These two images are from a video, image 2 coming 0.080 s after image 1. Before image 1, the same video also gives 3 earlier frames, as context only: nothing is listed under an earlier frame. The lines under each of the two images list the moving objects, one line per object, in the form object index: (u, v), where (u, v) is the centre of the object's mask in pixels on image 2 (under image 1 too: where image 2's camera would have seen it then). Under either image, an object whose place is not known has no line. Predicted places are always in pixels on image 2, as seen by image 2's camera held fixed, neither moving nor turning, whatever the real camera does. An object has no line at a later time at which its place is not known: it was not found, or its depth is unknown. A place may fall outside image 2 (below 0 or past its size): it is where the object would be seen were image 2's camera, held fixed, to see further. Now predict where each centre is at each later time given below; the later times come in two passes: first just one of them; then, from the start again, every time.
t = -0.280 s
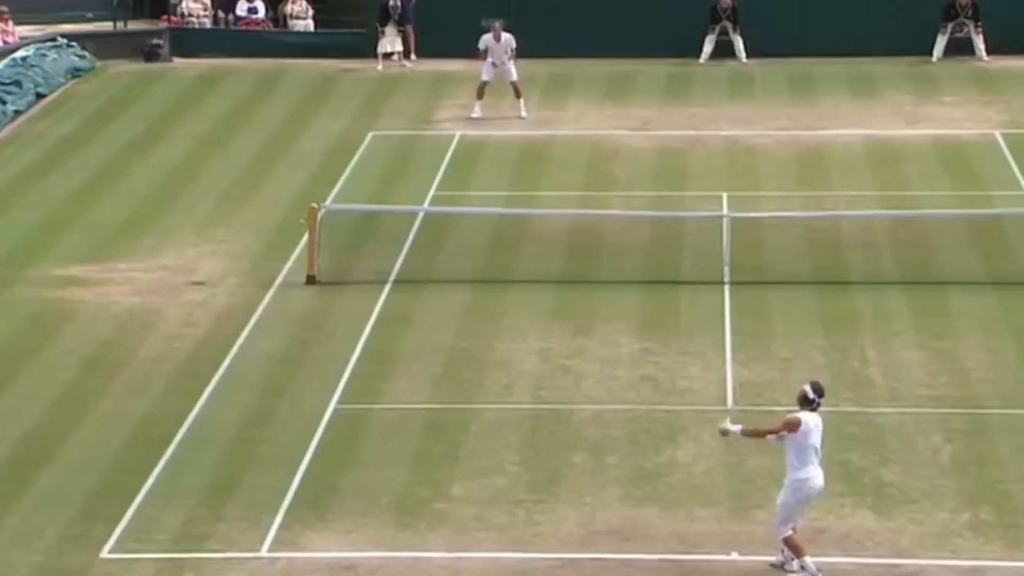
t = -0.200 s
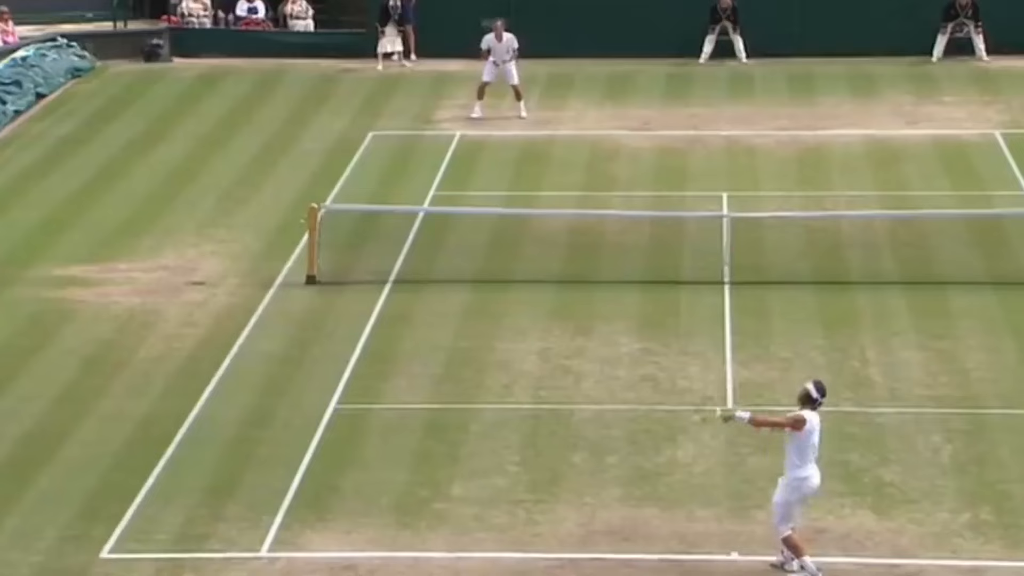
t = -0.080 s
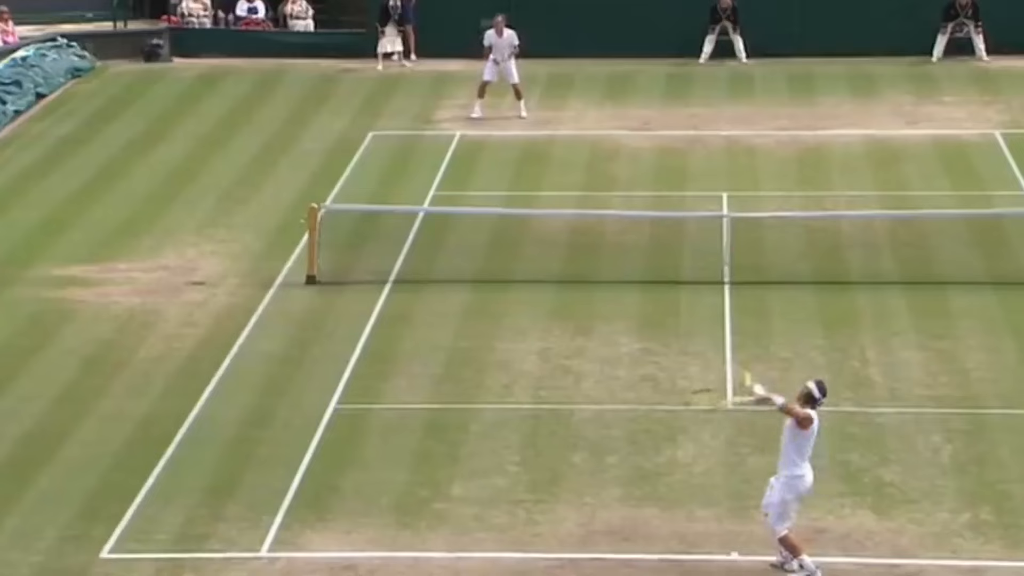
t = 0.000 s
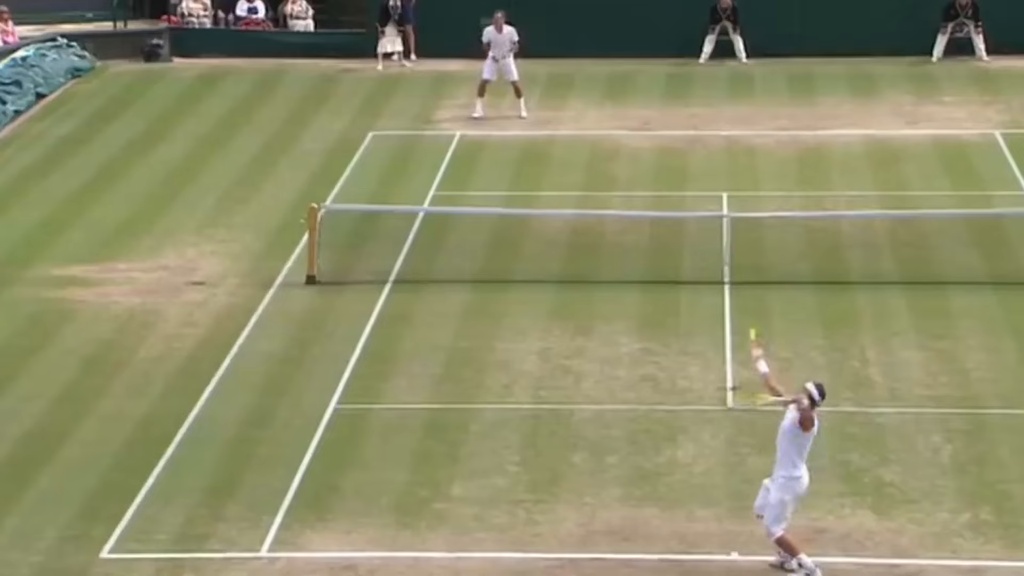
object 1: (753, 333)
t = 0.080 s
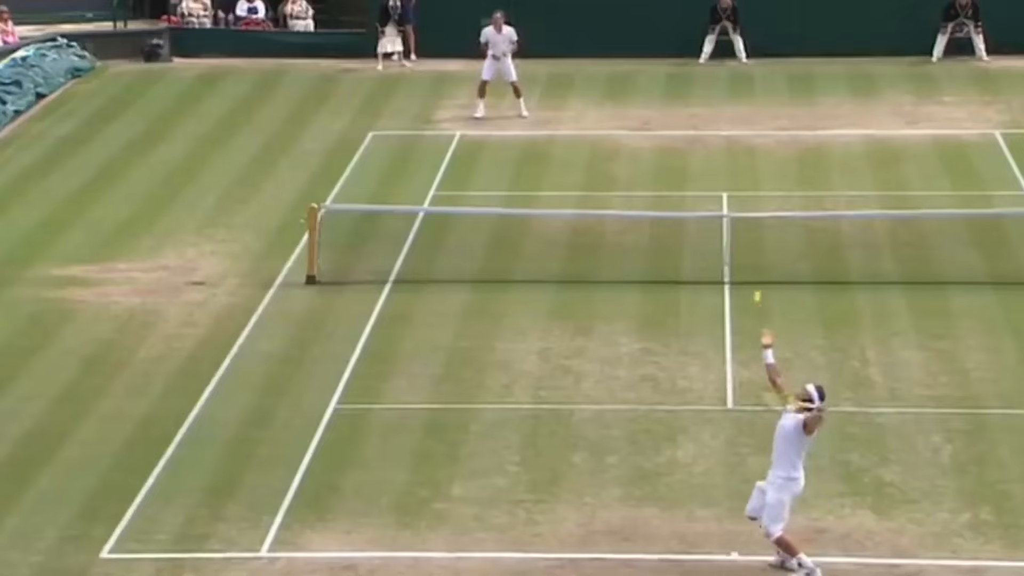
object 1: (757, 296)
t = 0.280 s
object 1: (770, 231)
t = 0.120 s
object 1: (760, 280)
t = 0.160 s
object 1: (763, 264)
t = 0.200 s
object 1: (764, 251)
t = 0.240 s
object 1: (767, 240)
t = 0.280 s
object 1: (770, 231)
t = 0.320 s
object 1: (772, 223)
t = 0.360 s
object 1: (774, 217)
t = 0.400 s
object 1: (779, 213)
